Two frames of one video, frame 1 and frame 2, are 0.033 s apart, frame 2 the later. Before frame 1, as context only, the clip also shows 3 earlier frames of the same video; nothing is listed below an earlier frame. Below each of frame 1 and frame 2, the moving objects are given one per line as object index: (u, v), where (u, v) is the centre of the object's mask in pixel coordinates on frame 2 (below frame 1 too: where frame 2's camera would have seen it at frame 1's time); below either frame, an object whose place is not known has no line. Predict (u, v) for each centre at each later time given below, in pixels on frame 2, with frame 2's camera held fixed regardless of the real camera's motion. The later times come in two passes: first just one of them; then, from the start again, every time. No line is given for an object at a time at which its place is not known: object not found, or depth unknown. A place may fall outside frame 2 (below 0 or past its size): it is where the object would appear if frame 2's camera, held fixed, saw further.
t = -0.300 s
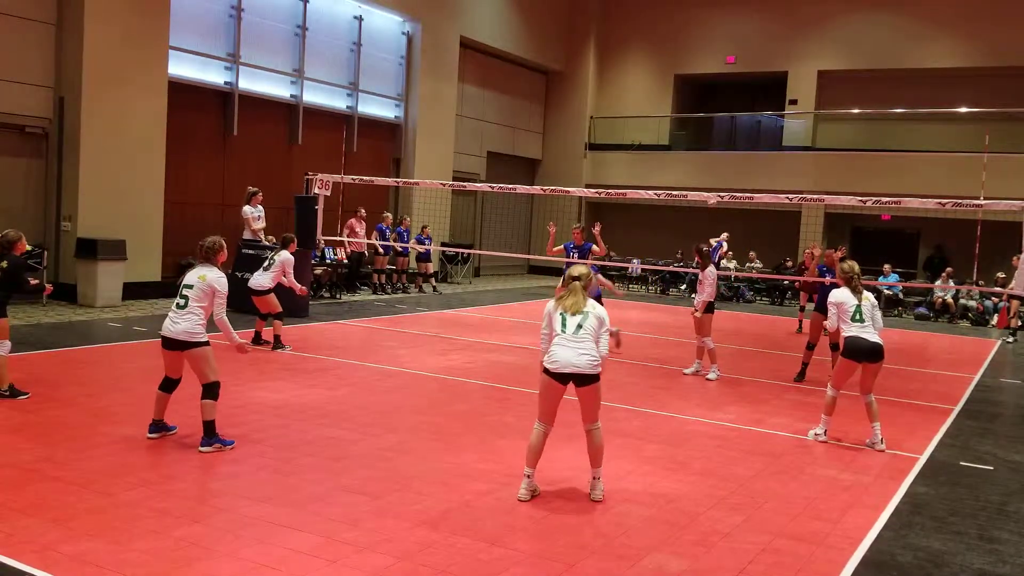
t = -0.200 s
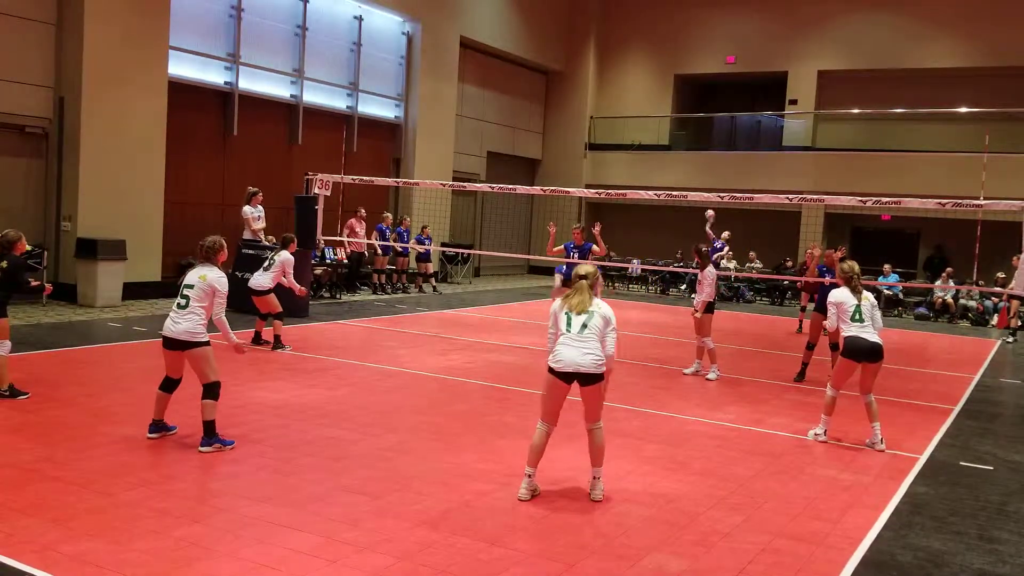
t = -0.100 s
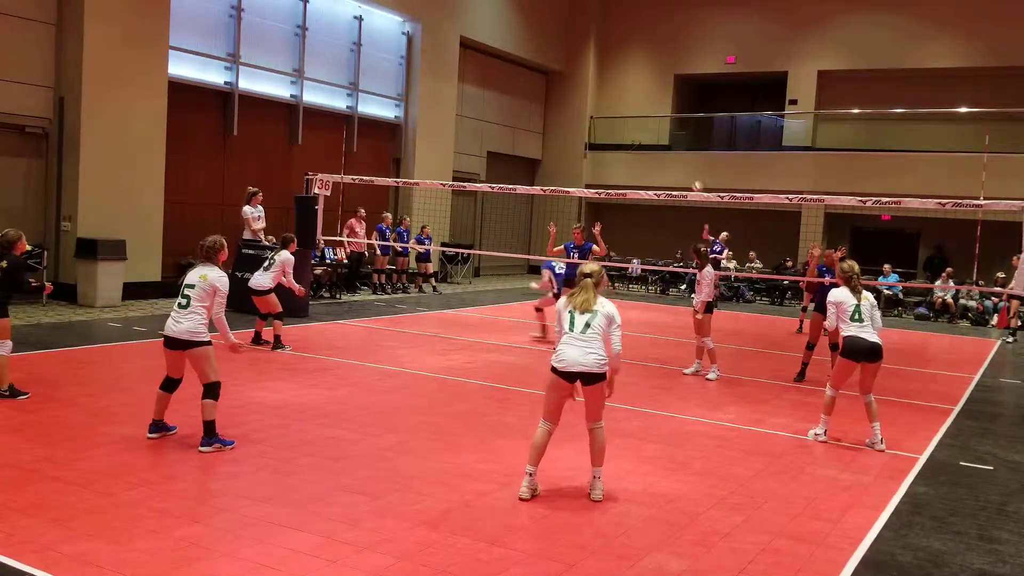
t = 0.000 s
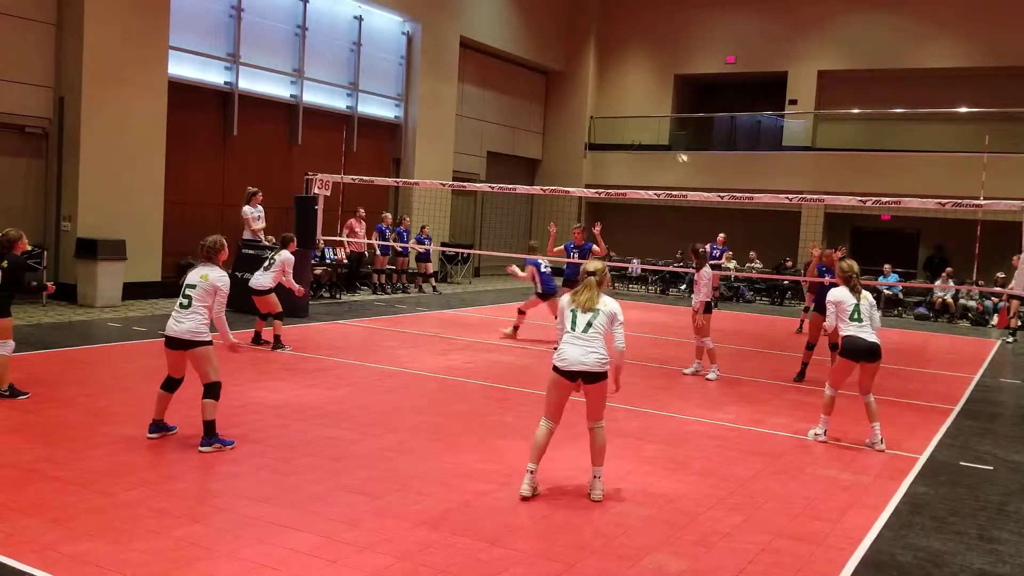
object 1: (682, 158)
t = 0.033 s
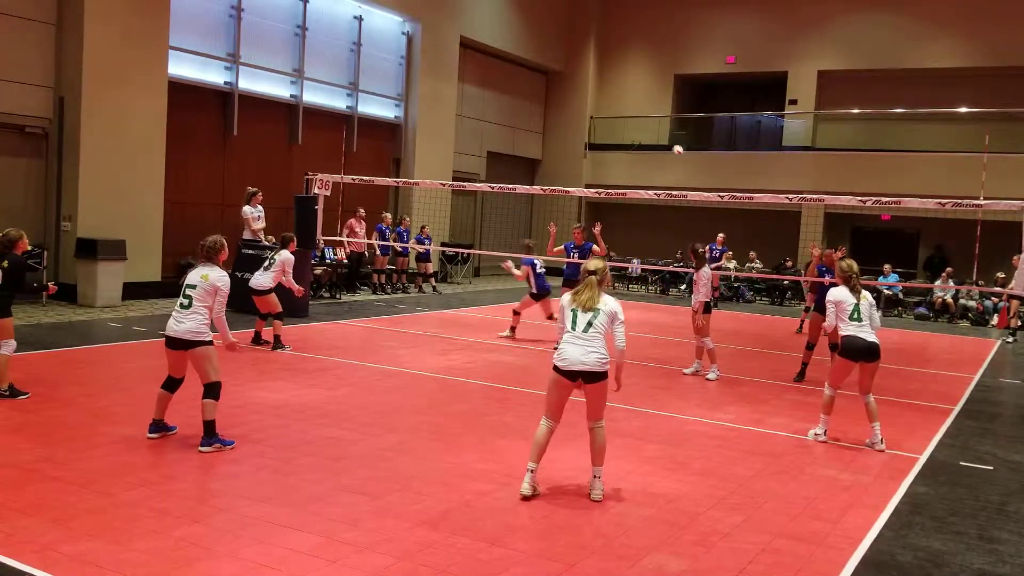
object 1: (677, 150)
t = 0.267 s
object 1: (638, 97)
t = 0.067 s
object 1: (673, 143)
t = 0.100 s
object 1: (668, 135)
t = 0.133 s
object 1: (662, 126)
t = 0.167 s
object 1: (656, 116)
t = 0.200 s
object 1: (651, 111)
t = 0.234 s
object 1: (645, 104)
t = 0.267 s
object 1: (638, 97)
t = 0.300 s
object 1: (631, 91)
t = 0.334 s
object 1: (624, 85)
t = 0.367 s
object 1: (616, 80)
